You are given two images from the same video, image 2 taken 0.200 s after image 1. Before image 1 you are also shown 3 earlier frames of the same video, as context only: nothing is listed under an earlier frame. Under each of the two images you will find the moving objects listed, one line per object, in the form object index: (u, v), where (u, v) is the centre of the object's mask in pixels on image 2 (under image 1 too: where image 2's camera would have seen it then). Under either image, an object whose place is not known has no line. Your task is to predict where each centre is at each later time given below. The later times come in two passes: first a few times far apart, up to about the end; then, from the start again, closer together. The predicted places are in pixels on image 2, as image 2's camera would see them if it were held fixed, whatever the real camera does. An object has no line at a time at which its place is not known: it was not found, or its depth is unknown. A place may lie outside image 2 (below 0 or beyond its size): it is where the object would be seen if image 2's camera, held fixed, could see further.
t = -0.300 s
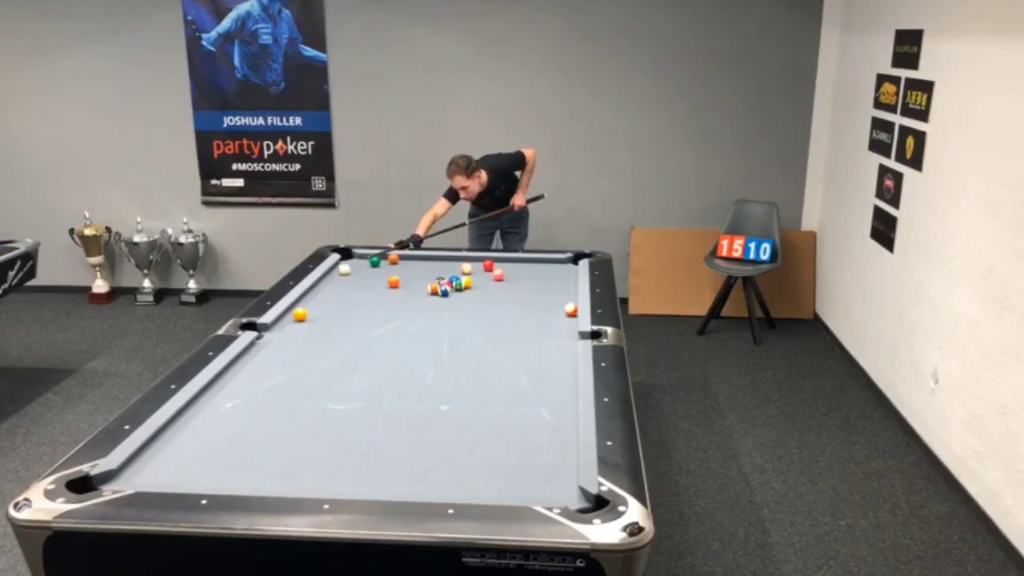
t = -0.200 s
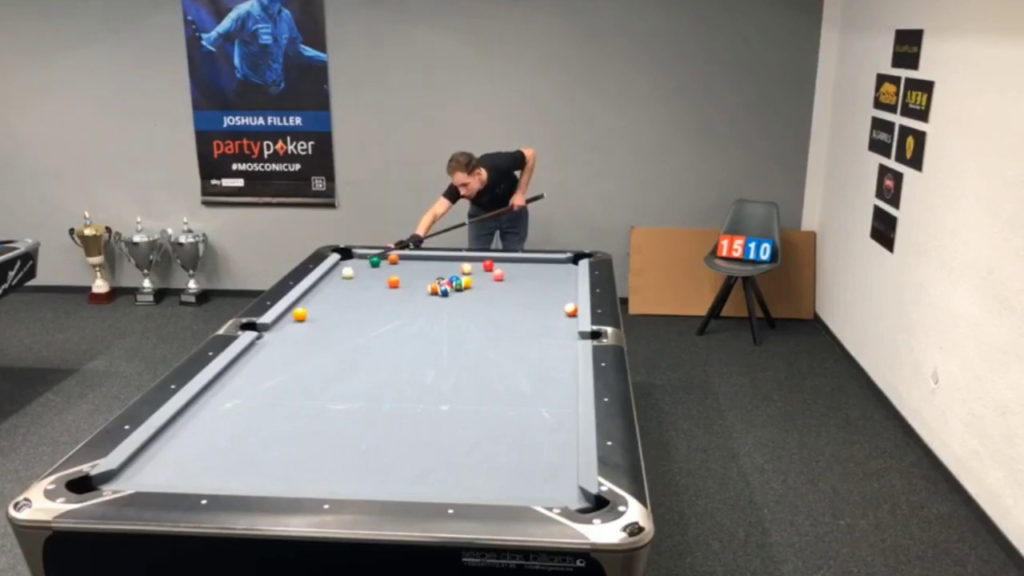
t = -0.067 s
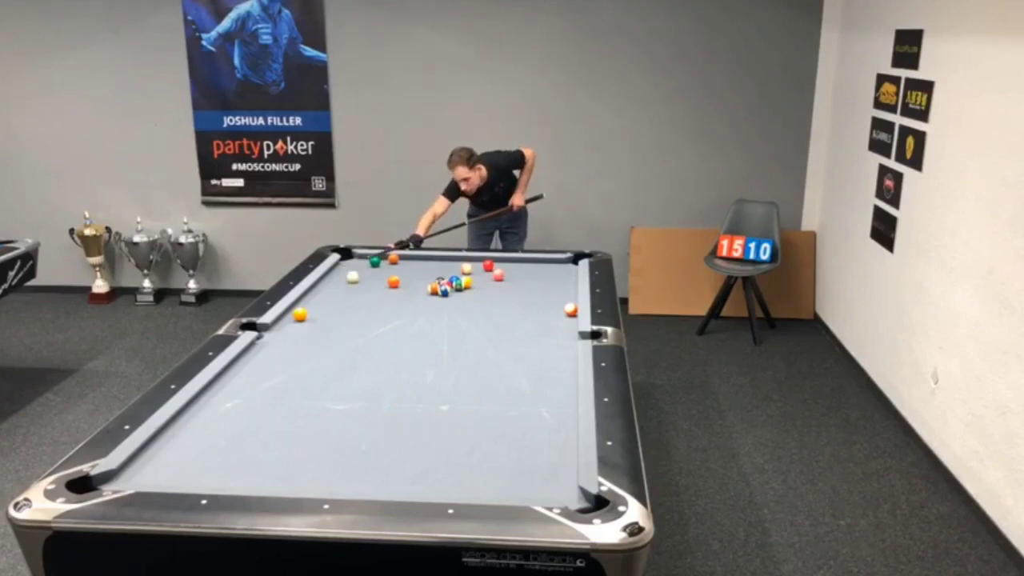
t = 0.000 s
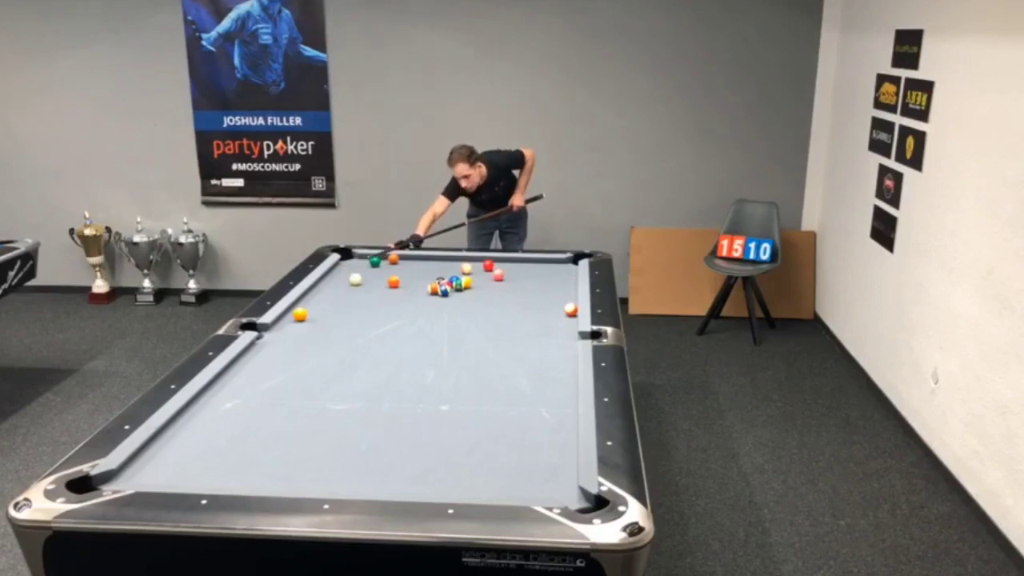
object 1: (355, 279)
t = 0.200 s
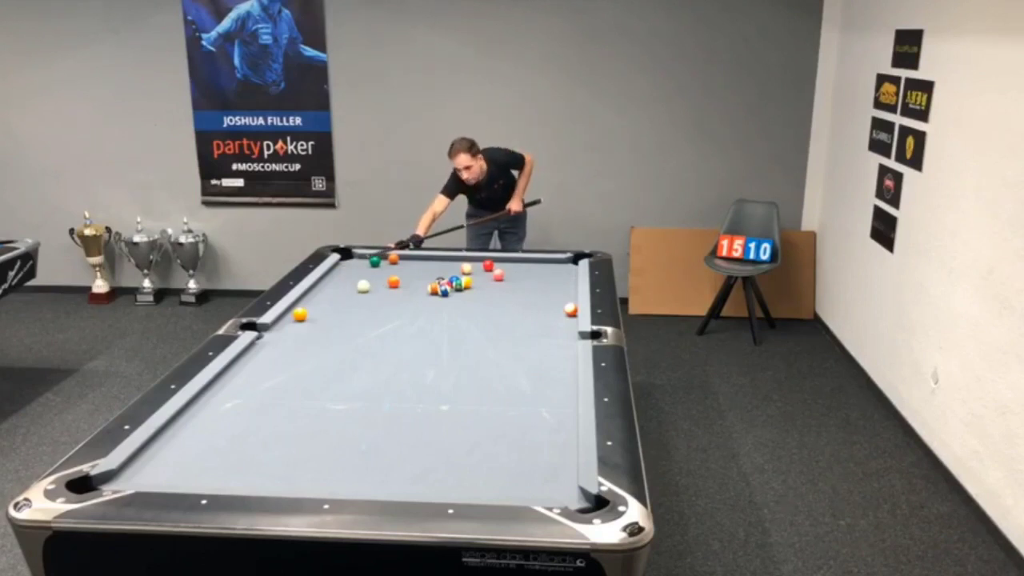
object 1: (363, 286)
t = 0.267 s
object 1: (365, 288)
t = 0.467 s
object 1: (373, 296)
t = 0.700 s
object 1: (383, 304)
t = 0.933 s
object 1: (393, 313)
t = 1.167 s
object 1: (403, 323)
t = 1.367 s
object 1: (413, 331)
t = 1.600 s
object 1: (424, 341)
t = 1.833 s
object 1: (435, 351)
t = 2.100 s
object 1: (449, 363)
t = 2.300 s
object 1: (459, 372)
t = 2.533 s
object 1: (471, 383)
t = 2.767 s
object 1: (484, 395)
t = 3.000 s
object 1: (497, 407)
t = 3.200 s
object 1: (508, 418)
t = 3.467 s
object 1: (523, 432)
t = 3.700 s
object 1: (537, 444)
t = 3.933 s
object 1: (552, 457)
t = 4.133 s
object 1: (564, 468)
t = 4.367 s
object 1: (562, 479)
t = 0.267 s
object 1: (365, 288)
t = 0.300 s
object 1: (367, 290)
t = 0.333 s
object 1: (368, 291)
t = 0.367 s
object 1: (369, 292)
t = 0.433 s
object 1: (372, 294)
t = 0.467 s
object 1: (373, 296)
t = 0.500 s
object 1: (375, 297)
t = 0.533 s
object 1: (376, 298)
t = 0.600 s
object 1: (379, 300)
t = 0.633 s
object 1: (380, 302)
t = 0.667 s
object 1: (381, 303)
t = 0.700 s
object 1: (383, 304)
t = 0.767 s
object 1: (386, 307)
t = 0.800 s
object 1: (387, 308)
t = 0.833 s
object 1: (389, 309)
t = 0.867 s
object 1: (390, 311)
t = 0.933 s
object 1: (393, 313)
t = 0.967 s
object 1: (395, 315)
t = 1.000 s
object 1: (396, 316)
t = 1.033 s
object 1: (397, 317)
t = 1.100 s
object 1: (400, 320)
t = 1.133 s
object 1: (401, 321)
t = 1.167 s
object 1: (403, 323)
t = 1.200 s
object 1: (405, 324)
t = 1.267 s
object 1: (408, 327)
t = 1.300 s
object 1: (410, 328)
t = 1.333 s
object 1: (411, 330)
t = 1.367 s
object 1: (413, 331)
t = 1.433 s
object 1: (416, 334)
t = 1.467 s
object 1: (417, 335)
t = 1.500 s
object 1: (419, 337)
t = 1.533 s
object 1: (421, 338)
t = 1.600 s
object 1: (424, 341)
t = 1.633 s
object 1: (425, 343)
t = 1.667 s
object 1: (427, 344)
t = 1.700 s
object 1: (428, 345)
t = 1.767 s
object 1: (432, 348)
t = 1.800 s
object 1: (434, 350)
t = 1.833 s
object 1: (435, 351)
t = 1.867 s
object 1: (437, 353)
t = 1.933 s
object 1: (440, 356)
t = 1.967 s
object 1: (442, 357)
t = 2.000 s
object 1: (444, 359)
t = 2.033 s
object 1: (445, 360)
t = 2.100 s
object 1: (449, 363)
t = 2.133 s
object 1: (450, 365)
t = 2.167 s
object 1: (452, 366)
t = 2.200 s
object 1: (454, 368)
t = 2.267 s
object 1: (457, 371)
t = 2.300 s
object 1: (459, 372)
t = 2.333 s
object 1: (460, 374)
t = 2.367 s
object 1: (463, 375)
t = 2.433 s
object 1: (466, 379)
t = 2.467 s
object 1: (468, 380)
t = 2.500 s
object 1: (469, 382)
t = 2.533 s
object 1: (471, 383)
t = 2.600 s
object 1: (475, 387)
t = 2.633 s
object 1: (476, 389)
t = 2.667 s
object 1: (478, 390)
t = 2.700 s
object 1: (480, 392)
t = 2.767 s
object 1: (484, 395)
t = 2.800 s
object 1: (485, 397)
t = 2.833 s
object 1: (488, 398)
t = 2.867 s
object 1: (490, 400)
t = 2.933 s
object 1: (493, 404)
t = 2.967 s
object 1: (495, 405)
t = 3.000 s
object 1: (497, 407)
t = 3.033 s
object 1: (499, 408)
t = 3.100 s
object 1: (502, 412)
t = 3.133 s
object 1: (504, 414)
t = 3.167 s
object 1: (506, 416)
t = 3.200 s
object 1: (508, 418)
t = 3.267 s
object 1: (512, 421)
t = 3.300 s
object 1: (514, 423)
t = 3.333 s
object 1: (515, 424)
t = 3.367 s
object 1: (517, 426)
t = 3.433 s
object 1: (522, 430)
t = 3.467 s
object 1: (523, 432)
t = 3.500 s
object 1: (525, 433)
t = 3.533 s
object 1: (527, 435)
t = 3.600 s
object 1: (531, 439)
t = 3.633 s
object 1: (533, 441)
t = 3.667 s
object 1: (535, 442)
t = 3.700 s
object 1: (537, 444)
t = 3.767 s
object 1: (541, 448)
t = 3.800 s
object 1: (543, 450)
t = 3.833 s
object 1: (545, 452)
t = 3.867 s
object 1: (547, 453)
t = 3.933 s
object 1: (552, 457)
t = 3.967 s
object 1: (554, 459)
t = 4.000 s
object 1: (555, 461)
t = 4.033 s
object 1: (558, 463)
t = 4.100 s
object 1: (562, 466)
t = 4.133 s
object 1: (564, 468)
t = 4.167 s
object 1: (566, 470)
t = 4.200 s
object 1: (568, 471)
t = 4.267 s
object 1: (565, 474)
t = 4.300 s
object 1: (564, 476)
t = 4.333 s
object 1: (563, 477)
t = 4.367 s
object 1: (562, 479)
